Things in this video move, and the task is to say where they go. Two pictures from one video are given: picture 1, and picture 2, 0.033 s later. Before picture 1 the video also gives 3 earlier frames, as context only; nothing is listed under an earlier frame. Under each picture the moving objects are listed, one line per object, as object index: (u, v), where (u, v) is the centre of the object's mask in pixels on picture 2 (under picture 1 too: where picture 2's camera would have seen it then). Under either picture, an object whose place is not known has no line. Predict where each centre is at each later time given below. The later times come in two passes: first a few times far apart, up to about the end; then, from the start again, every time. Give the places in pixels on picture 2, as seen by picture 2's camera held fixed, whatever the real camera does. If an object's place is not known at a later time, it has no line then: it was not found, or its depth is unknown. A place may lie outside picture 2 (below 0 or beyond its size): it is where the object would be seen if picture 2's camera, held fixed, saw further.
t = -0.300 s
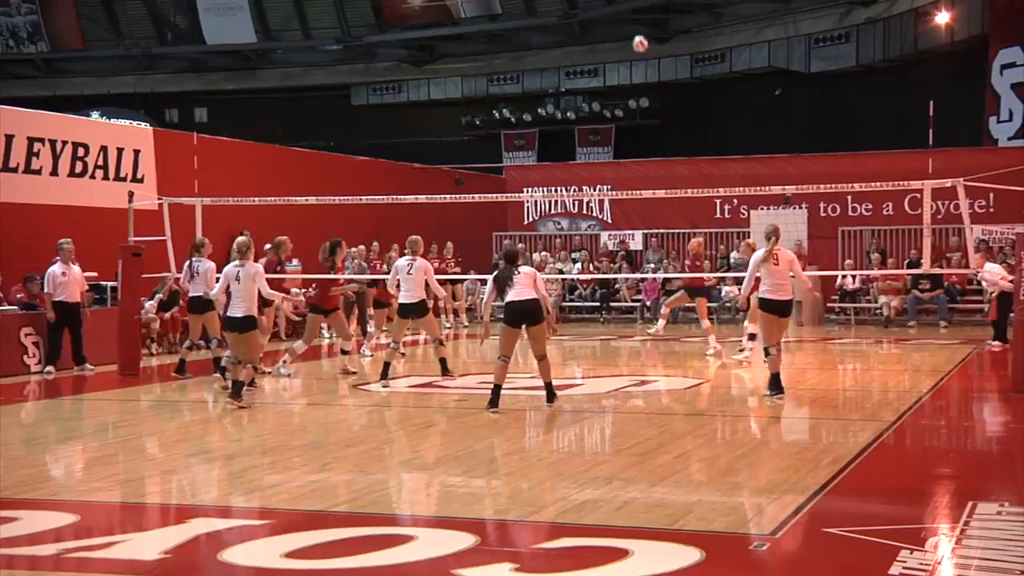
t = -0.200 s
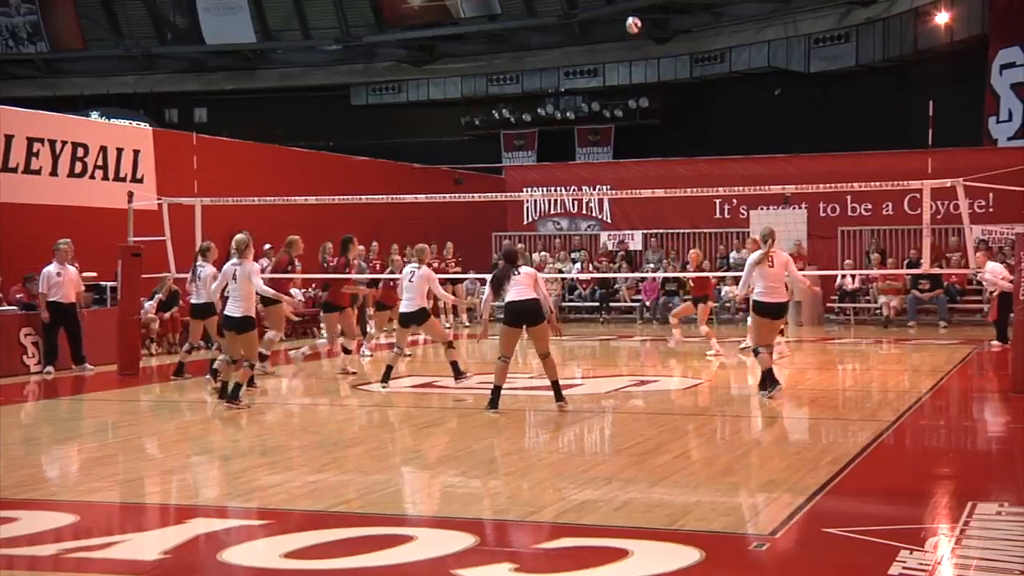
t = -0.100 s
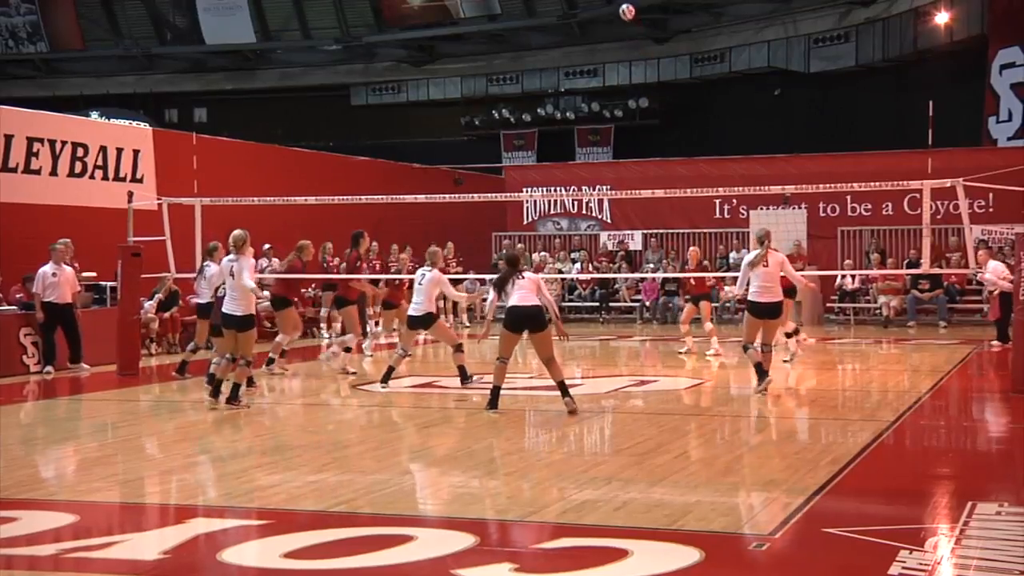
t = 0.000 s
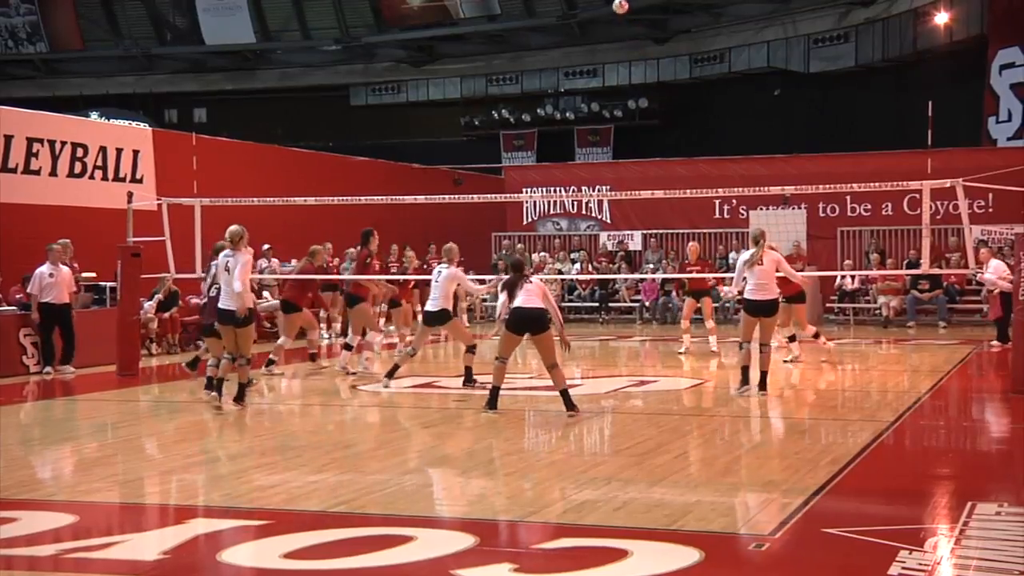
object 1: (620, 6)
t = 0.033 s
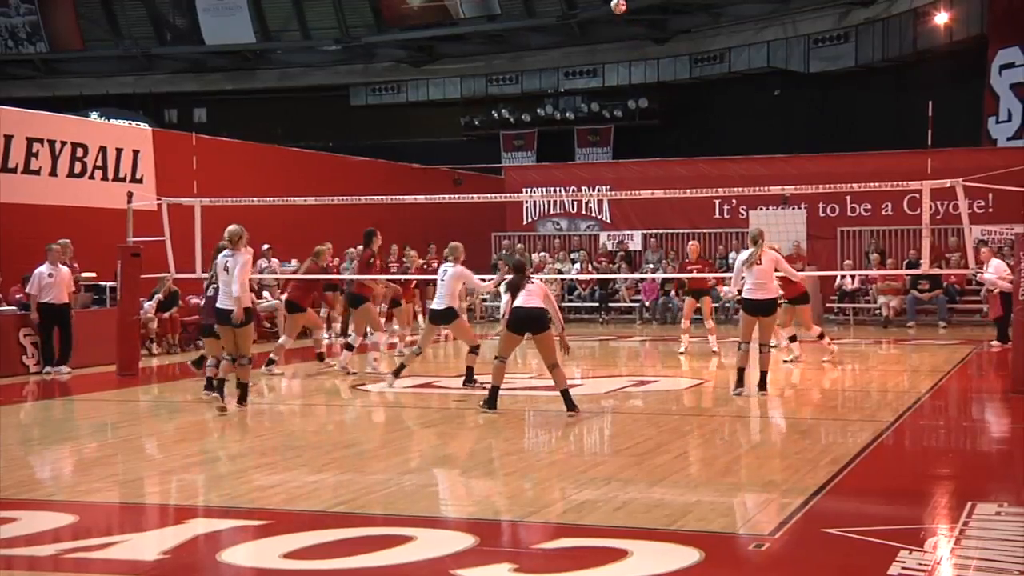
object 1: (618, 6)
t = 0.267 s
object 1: (603, 23)
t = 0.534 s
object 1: (586, 90)
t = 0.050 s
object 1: (617, 6)
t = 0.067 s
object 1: (616, 6)
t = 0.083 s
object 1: (615, 7)
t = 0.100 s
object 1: (614, 7)
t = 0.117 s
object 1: (613, 8)
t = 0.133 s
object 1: (611, 8)
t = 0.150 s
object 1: (611, 10)
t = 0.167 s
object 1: (609, 11)
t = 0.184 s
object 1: (608, 12)
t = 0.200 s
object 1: (607, 14)
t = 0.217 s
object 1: (606, 16)
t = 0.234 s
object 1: (605, 18)
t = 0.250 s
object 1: (604, 21)
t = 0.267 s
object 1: (603, 23)
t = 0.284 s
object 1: (602, 26)
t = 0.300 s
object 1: (601, 29)
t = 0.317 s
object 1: (600, 32)
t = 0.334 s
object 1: (599, 35)
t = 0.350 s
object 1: (598, 39)
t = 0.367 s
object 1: (597, 42)
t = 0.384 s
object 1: (596, 47)
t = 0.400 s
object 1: (594, 51)
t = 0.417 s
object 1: (594, 55)
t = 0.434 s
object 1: (592, 59)
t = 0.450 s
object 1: (591, 64)
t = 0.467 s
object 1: (590, 68)
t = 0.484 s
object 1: (590, 73)
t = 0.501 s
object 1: (589, 79)
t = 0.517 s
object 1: (587, 84)
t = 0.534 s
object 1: (586, 90)
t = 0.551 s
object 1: (585, 96)
